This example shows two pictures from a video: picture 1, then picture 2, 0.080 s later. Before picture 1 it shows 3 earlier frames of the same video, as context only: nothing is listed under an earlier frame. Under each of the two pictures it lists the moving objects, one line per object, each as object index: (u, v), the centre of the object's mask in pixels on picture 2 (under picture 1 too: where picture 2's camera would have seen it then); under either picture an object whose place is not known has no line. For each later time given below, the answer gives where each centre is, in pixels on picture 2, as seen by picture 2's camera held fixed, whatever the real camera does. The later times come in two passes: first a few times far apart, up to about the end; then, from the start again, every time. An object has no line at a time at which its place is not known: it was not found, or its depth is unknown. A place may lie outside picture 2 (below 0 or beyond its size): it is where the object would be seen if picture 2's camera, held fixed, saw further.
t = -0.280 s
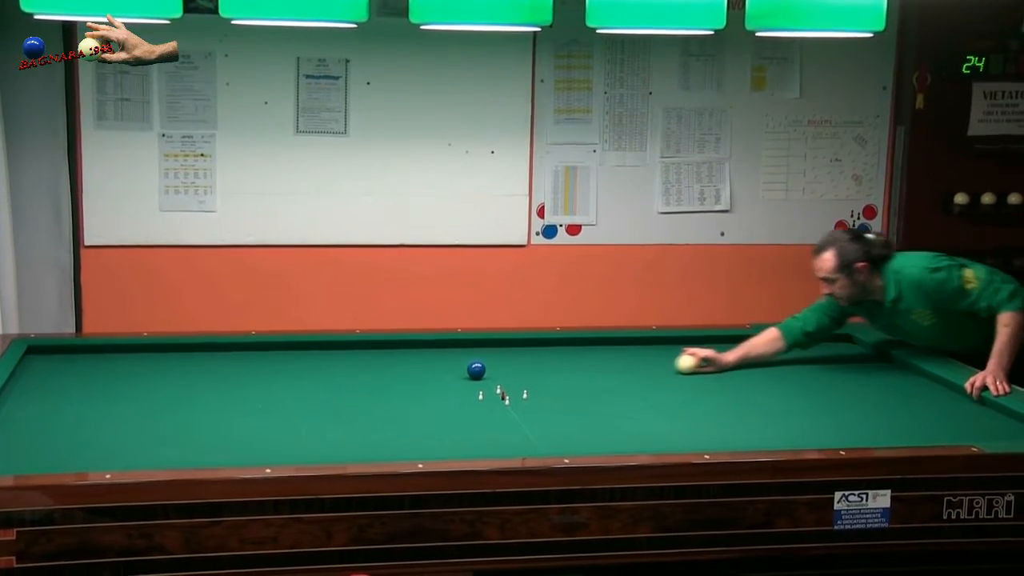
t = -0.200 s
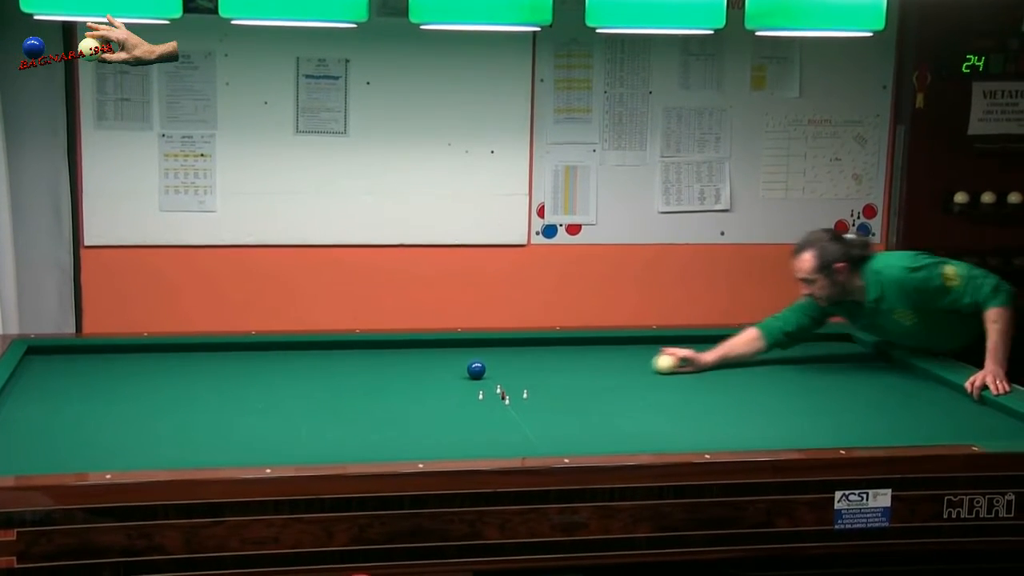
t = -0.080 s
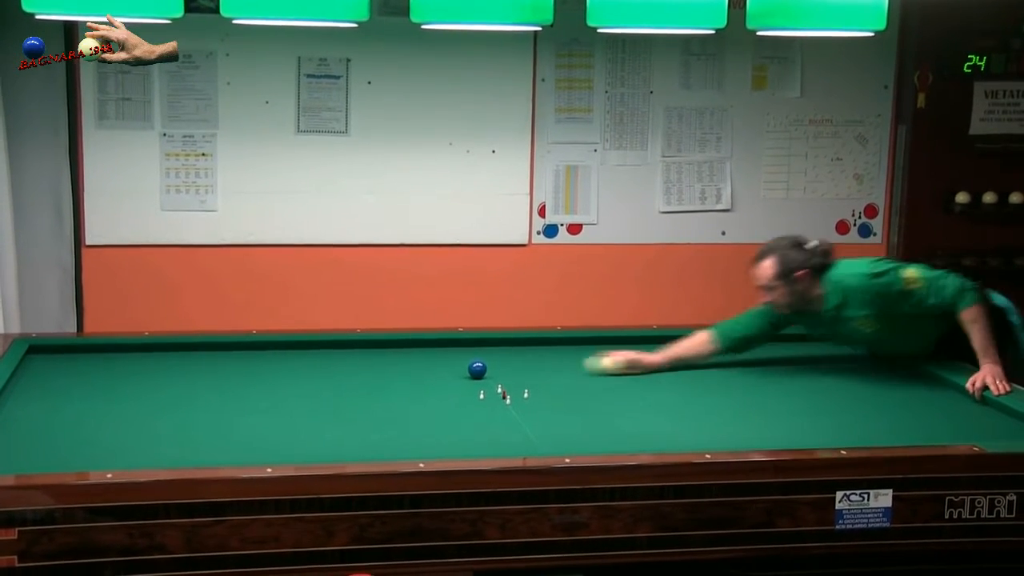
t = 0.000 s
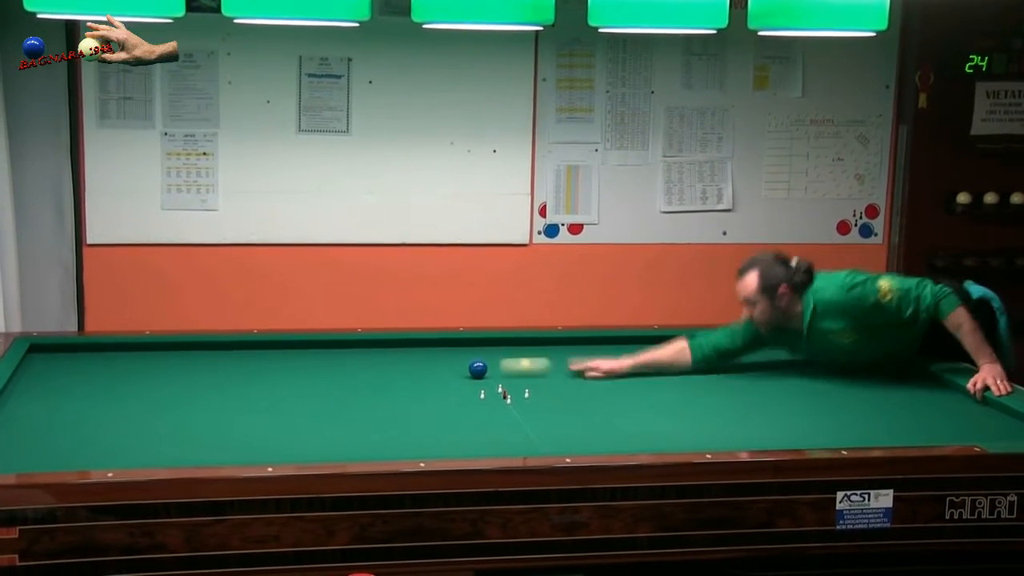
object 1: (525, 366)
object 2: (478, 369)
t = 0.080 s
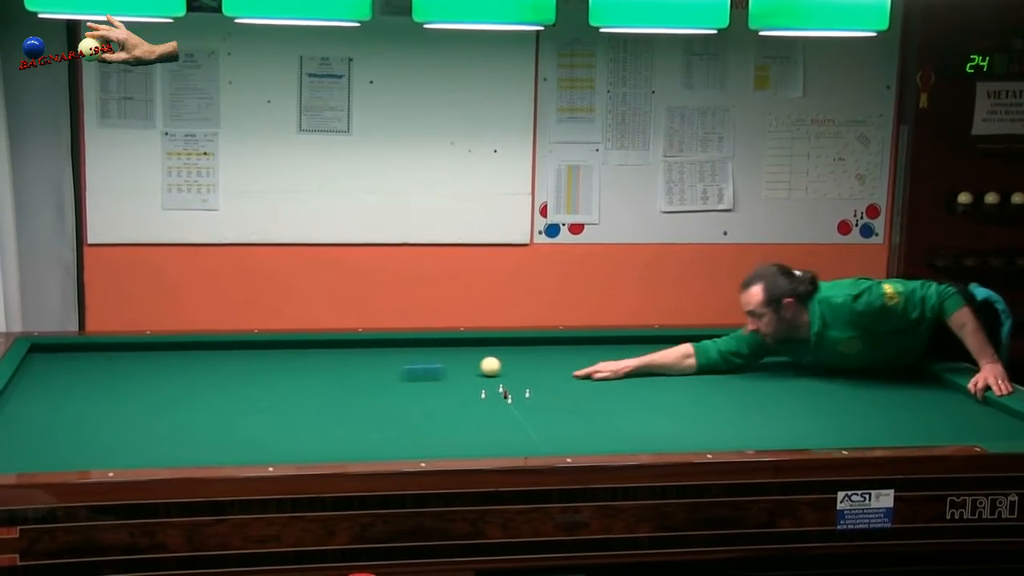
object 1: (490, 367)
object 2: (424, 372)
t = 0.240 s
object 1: (471, 365)
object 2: (254, 379)
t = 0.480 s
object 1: (443, 361)
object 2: (19, 390)
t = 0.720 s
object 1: (416, 359)
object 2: (202, 389)
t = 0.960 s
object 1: (391, 356)
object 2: (348, 388)
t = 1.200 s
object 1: (366, 353)
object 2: (474, 388)
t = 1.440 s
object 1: (342, 351)
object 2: (597, 388)
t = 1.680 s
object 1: (319, 348)
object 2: (715, 388)
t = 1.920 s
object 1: (298, 346)
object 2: (831, 388)
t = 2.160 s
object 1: (277, 343)
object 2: (943, 388)
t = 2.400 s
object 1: (259, 344)
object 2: (883, 389)
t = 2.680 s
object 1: (240, 346)
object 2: (810, 391)
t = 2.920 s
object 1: (224, 347)
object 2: (751, 392)
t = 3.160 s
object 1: (209, 348)
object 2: (692, 393)
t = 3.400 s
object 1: (194, 349)
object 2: (633, 395)
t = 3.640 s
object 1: (180, 351)
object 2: (574, 397)
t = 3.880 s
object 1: (166, 352)
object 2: (515, 399)
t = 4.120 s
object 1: (153, 353)
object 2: (456, 400)
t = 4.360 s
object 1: (140, 354)
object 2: (397, 401)
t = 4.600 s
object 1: (129, 354)
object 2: (338, 403)
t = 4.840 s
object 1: (117, 356)
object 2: (278, 405)
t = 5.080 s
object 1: (106, 356)
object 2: (219, 407)
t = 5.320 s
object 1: (96, 357)
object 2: (159, 409)
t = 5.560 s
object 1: (87, 358)
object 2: (99, 410)
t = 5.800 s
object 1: (78, 359)
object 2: (39, 412)
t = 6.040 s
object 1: (70, 359)
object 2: (13, 412)
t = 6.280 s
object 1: (63, 360)
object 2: (48, 411)
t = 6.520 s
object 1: (57, 360)
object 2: (80, 410)
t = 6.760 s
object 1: (51, 361)
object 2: (110, 409)
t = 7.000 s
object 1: (46, 361)
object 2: (138, 408)
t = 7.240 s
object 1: (43, 361)
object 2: (166, 408)
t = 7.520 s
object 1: (39, 362)
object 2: (196, 407)
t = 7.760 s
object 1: (38, 362)
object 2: (220, 406)
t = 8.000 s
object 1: (37, 361)
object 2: (244, 405)
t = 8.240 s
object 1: (37, 362)
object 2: (266, 405)
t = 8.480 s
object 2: (288, 405)
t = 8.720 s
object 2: (308, 404)
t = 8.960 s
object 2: (328, 404)
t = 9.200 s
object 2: (346, 403)
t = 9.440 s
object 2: (363, 403)
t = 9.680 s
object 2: (379, 402)
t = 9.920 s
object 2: (394, 402)
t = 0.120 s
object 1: (485, 366)
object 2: (382, 374)
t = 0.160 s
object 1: (480, 366)
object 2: (340, 376)
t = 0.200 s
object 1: (476, 365)
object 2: (297, 377)
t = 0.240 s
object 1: (471, 365)
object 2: (254, 379)
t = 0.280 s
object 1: (466, 364)
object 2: (212, 381)
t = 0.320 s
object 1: (461, 364)
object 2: (172, 383)
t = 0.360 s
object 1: (457, 363)
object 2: (129, 384)
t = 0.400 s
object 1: (452, 363)
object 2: (86, 386)
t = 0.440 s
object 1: (448, 362)
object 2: (44, 388)
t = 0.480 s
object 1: (443, 361)
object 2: (19, 390)
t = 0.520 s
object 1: (438, 361)
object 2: (53, 389)
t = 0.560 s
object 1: (434, 361)
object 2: (85, 389)
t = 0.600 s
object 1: (430, 360)
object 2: (117, 389)
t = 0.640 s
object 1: (425, 360)
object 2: (146, 388)
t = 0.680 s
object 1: (421, 359)
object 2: (173, 388)
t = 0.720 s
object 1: (416, 359)
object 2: (202, 389)
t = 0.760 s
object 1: (412, 358)
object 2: (229, 388)
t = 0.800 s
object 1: (407, 358)
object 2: (254, 388)
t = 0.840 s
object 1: (403, 357)
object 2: (279, 389)
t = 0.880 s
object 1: (399, 357)
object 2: (303, 389)
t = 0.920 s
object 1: (395, 356)
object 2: (326, 388)
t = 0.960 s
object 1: (391, 356)
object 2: (348, 388)
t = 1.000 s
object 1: (386, 356)
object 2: (369, 388)
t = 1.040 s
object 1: (382, 355)
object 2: (391, 388)
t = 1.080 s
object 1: (378, 355)
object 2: (412, 388)
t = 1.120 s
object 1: (374, 354)
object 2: (433, 388)
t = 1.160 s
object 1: (370, 354)
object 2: (454, 388)
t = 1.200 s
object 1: (366, 353)
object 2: (474, 388)
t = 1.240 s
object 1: (362, 353)
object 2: (495, 387)
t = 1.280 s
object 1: (358, 352)
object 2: (516, 387)
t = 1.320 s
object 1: (354, 352)
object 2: (536, 388)
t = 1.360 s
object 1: (351, 352)
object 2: (557, 388)
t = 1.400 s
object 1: (346, 351)
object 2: (578, 388)
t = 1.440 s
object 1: (342, 351)
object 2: (597, 388)
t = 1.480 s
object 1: (338, 350)
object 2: (617, 388)
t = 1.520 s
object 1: (335, 350)
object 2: (637, 388)
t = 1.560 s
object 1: (331, 350)
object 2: (657, 388)
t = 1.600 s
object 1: (327, 349)
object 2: (678, 388)
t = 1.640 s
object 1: (323, 349)
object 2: (696, 388)
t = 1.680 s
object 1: (319, 348)
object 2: (715, 388)
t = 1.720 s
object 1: (316, 348)
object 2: (734, 388)
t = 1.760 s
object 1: (312, 347)
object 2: (754, 388)
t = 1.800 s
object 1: (308, 347)
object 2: (774, 388)
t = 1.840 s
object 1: (305, 347)
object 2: (792, 388)
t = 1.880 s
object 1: (301, 346)
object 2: (811, 388)
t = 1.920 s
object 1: (298, 346)
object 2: (831, 388)
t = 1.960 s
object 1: (294, 346)
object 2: (849, 388)
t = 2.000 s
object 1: (291, 345)
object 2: (868, 388)
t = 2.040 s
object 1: (287, 345)
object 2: (887, 387)
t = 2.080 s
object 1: (284, 345)
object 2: (906, 388)
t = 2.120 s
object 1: (280, 344)
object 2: (925, 387)
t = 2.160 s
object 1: (277, 343)
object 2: (943, 388)
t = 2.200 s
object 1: (274, 343)
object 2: (954, 388)
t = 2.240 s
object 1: (270, 343)
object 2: (936, 388)
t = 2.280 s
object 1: (267, 343)
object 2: (922, 389)
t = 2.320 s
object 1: (264, 343)
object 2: (908, 389)
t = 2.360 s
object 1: (262, 343)
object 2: (895, 389)
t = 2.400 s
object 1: (259, 344)
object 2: (883, 389)
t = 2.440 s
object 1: (256, 344)
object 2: (872, 389)
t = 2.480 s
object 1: (254, 344)
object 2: (860, 390)
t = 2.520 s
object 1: (251, 345)
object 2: (850, 390)
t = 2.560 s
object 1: (248, 345)
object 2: (840, 390)
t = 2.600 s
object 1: (245, 345)
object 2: (830, 390)
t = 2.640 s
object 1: (243, 346)
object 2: (820, 390)
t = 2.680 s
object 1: (240, 346)
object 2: (810, 391)
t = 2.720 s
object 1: (237, 346)
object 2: (800, 391)
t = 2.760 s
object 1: (234, 346)
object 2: (790, 392)
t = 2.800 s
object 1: (232, 346)
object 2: (781, 392)
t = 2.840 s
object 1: (229, 347)
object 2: (771, 392)
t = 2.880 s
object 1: (227, 347)
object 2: (761, 392)
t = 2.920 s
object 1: (224, 347)
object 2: (751, 392)
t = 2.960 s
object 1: (221, 347)
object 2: (741, 392)
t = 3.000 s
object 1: (219, 347)
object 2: (731, 393)
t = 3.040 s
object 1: (216, 347)
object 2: (722, 393)
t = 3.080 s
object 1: (214, 348)
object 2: (712, 393)
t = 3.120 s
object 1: (211, 348)
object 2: (702, 393)
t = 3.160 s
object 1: (209, 348)
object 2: (692, 393)
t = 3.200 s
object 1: (206, 348)
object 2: (682, 393)
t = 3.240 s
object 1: (204, 349)
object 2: (673, 394)
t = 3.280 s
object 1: (201, 349)
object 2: (663, 394)
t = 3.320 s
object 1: (199, 349)
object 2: (653, 395)
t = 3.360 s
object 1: (197, 349)
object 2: (643, 395)
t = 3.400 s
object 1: (194, 349)
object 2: (633, 395)
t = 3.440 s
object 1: (191, 350)
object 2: (623, 395)
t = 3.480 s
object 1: (189, 350)
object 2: (613, 395)
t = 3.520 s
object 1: (187, 350)
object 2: (604, 396)
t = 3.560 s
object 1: (184, 350)
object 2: (594, 396)
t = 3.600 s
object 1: (182, 350)
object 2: (584, 396)
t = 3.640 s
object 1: (180, 351)
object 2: (574, 397)
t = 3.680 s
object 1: (177, 351)
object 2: (564, 397)
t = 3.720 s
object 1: (175, 351)
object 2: (554, 397)
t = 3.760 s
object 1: (173, 351)
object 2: (544, 397)
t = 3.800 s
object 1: (170, 351)
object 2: (535, 398)
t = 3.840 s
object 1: (168, 352)
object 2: (524, 398)
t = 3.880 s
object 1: (166, 352)
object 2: (515, 399)
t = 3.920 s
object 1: (164, 352)
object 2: (505, 398)
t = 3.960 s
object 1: (161, 352)
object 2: (495, 399)
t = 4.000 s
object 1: (159, 352)
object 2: (485, 399)
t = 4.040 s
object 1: (157, 352)
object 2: (476, 399)
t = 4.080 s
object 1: (155, 352)
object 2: (466, 399)
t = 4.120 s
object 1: (153, 353)
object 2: (456, 400)
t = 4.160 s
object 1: (150, 353)
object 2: (447, 400)
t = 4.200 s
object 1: (149, 353)
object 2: (437, 400)
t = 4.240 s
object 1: (146, 353)
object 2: (427, 400)
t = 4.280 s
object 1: (145, 353)
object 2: (416, 401)
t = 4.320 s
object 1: (142, 353)
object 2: (407, 401)
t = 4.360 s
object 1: (140, 354)
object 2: (397, 401)
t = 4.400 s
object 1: (138, 354)
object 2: (387, 401)
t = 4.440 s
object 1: (136, 354)
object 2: (377, 402)
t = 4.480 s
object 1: (134, 354)
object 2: (367, 402)
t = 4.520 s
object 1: (132, 354)
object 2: (357, 402)
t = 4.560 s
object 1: (130, 354)
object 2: (348, 403)
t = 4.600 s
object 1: (129, 354)
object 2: (338, 403)
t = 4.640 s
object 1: (126, 355)
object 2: (328, 403)
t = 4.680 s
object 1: (125, 355)
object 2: (318, 404)
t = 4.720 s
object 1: (123, 355)
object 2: (308, 404)
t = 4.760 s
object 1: (121, 355)
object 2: (298, 404)
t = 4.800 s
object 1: (119, 355)
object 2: (288, 405)
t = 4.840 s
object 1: (117, 356)
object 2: (278, 405)
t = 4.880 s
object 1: (115, 356)
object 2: (268, 405)
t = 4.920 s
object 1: (113, 356)
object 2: (258, 405)
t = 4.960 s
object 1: (112, 356)
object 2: (249, 406)
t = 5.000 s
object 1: (110, 356)
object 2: (239, 406)
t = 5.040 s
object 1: (108, 356)
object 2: (228, 406)
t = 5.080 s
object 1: (106, 356)
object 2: (219, 407)
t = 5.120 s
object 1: (105, 356)
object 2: (208, 407)
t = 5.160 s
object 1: (103, 357)
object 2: (200, 407)
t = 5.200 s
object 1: (101, 357)
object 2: (189, 408)
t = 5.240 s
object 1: (99, 357)
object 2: (179, 408)
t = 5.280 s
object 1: (98, 357)
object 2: (170, 408)
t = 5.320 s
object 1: (96, 357)
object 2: (159, 409)
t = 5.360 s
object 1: (95, 357)
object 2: (149, 409)
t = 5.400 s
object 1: (93, 358)
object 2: (139, 409)
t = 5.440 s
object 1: (91, 358)
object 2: (129, 409)
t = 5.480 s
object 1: (90, 358)
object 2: (119, 409)
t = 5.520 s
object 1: (88, 358)
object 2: (109, 410)
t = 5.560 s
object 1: (87, 358)
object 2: (99, 410)
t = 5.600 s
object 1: (85, 358)
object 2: (90, 410)
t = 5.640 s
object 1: (84, 358)
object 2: (80, 410)
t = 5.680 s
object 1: (83, 358)
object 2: (69, 411)
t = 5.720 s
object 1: (81, 358)
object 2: (60, 411)
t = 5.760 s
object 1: (80, 359)
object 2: (49, 411)
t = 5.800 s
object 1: (78, 359)
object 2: (39, 412)
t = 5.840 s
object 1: (77, 359)
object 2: (29, 412)
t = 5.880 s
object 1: (76, 359)
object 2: (19, 412)
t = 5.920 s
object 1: (74, 359)
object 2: (8, 413)
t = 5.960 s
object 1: (73, 359)
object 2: (3, 412)
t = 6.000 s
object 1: (72, 359)
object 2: (6, 412)
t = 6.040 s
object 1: (70, 359)
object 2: (13, 412)
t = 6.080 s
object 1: (69, 359)
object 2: (20, 412)
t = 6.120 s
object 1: (68, 360)
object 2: (26, 412)
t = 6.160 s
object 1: (67, 360)
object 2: (32, 412)
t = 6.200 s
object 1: (65, 360)
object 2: (37, 411)
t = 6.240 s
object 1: (64, 360)
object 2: (43, 411)
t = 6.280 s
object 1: (63, 360)
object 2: (48, 411)
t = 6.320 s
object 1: (62, 360)
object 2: (54, 411)
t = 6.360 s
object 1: (61, 360)
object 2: (59, 411)
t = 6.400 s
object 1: (60, 360)
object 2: (64, 411)
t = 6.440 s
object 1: (59, 360)
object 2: (70, 410)
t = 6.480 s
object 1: (58, 360)
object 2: (75, 410)
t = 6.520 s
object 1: (57, 360)
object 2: (80, 410)
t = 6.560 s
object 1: (56, 360)
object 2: (85, 410)
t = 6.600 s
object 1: (55, 361)
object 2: (90, 410)
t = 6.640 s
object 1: (54, 361)
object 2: (95, 409)
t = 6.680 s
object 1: (53, 361)
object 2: (100, 409)
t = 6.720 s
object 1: (53, 361)
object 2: (105, 409)
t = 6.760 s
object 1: (51, 361)
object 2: (110, 409)
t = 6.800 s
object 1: (51, 361)
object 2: (115, 409)
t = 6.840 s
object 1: (50, 361)
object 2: (120, 409)
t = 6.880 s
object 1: (49, 361)
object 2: (124, 409)
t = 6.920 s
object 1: (48, 361)
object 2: (129, 408)
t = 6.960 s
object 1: (48, 361)
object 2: (134, 408)
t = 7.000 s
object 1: (46, 361)
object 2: (138, 408)
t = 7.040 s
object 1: (46, 361)
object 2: (143, 408)
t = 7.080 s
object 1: (45, 361)
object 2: (147, 408)
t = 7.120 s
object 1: (44, 361)
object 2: (152, 408)
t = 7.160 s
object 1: (44, 361)
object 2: (157, 408)
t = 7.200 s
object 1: (44, 361)
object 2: (162, 408)
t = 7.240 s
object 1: (43, 361)
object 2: (166, 408)
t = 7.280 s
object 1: (42, 361)
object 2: (170, 407)
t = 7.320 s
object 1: (42, 361)
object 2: (174, 407)
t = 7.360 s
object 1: (41, 361)
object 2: (179, 407)
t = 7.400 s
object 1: (40, 362)
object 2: (183, 407)
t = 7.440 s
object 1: (40, 362)
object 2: (187, 407)
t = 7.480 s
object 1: (39, 362)
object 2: (192, 407)
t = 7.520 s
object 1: (39, 362)
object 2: (196, 407)
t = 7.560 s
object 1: (39, 362)
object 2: (200, 407)
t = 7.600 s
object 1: (38, 362)
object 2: (204, 406)
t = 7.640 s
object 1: (38, 361)
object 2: (208, 406)
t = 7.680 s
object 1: (38, 361)
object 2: (213, 406)
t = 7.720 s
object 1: (38, 362)
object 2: (216, 406)
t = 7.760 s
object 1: (38, 362)
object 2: (220, 406)
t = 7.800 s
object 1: (37, 361)
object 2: (225, 406)
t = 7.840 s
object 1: (37, 362)
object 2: (228, 406)
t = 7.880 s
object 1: (37, 361)
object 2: (232, 406)
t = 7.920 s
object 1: (37, 362)
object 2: (236, 406)
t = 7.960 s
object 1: (37, 362)
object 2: (240, 405)
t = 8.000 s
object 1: (37, 361)
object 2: (244, 405)
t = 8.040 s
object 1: (36, 361)
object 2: (248, 405)
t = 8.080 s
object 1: (36, 362)
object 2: (251, 405)
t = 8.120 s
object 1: (37, 362)
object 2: (255, 405)
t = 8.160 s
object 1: (36, 362)
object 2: (259, 405)
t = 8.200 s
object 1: (37, 362)
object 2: (262, 405)
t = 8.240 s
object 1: (37, 362)
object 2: (266, 405)
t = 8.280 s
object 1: (37, 362)
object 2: (270, 405)
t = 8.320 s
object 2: (274, 405)
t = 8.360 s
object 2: (277, 405)
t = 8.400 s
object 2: (281, 405)
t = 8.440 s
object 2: (284, 405)
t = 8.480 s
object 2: (288, 405)
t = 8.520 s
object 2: (291, 405)
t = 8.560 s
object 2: (295, 404)
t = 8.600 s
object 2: (298, 404)
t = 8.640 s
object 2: (302, 404)
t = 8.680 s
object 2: (305, 404)
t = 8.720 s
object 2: (308, 404)
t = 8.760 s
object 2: (312, 404)
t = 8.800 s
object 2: (315, 404)
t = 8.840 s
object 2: (318, 404)
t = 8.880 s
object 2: (321, 404)
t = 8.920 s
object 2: (324, 404)
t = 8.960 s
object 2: (328, 404)
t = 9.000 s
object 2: (331, 403)
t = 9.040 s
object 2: (334, 403)
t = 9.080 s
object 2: (337, 404)
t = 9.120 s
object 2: (340, 403)
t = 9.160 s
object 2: (343, 403)
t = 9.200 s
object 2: (346, 403)
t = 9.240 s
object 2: (349, 403)
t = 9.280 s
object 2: (352, 403)
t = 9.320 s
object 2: (354, 403)
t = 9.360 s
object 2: (357, 403)
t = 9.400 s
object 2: (360, 403)
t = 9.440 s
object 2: (363, 403)
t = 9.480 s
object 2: (366, 402)
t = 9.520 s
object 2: (368, 402)
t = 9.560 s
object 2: (371, 402)
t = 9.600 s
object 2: (374, 402)
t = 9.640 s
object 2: (376, 402)
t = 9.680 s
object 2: (379, 402)
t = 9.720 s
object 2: (381, 402)
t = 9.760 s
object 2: (384, 402)
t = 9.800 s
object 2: (386, 402)
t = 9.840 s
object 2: (389, 402)
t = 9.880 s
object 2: (391, 402)
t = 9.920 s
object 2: (394, 402)
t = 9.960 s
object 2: (396, 402)
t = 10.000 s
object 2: (399, 402)
